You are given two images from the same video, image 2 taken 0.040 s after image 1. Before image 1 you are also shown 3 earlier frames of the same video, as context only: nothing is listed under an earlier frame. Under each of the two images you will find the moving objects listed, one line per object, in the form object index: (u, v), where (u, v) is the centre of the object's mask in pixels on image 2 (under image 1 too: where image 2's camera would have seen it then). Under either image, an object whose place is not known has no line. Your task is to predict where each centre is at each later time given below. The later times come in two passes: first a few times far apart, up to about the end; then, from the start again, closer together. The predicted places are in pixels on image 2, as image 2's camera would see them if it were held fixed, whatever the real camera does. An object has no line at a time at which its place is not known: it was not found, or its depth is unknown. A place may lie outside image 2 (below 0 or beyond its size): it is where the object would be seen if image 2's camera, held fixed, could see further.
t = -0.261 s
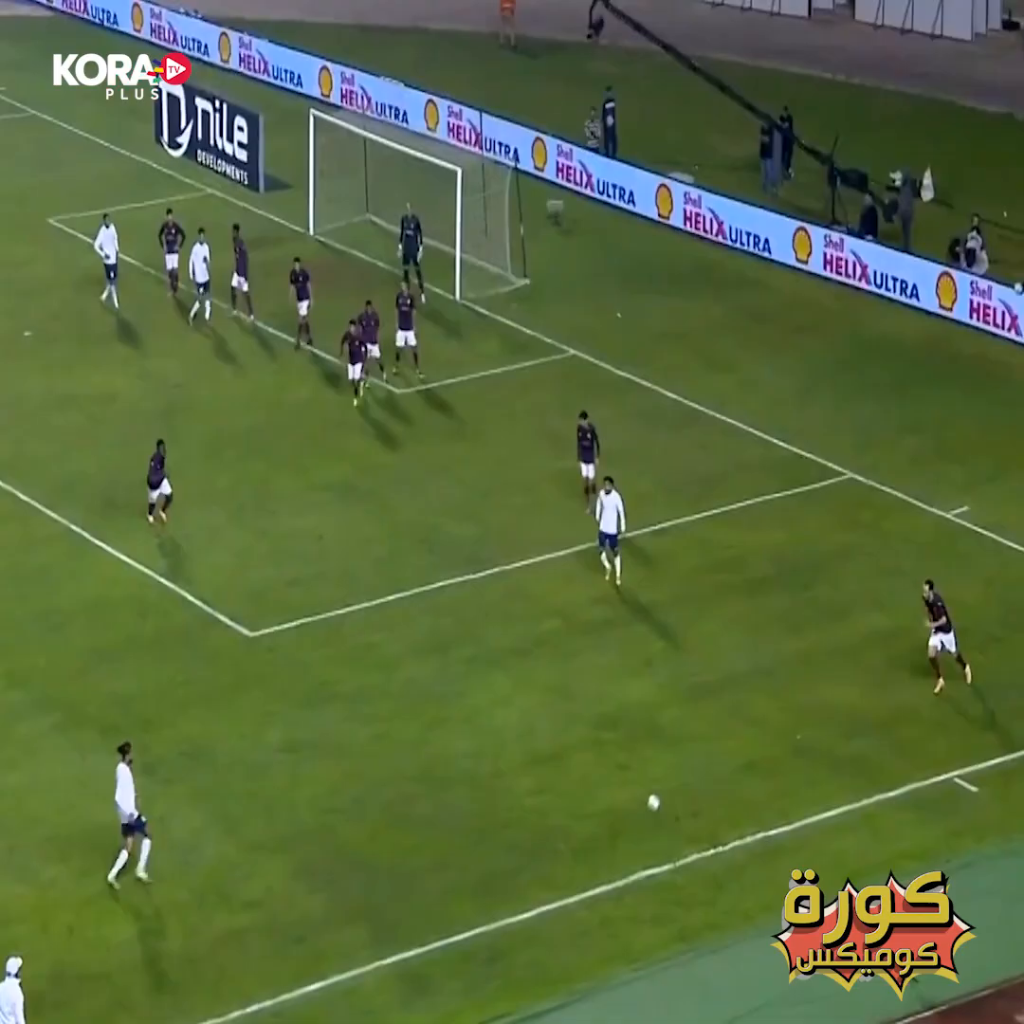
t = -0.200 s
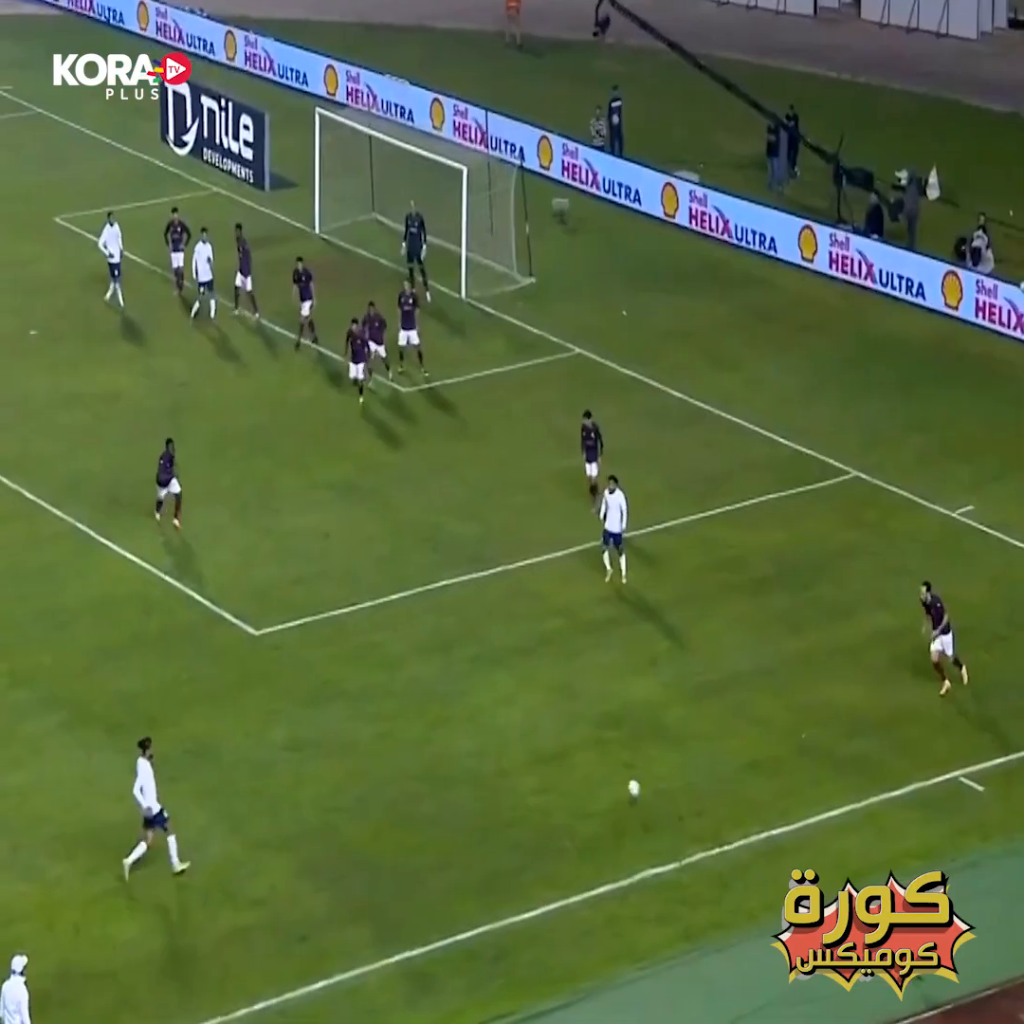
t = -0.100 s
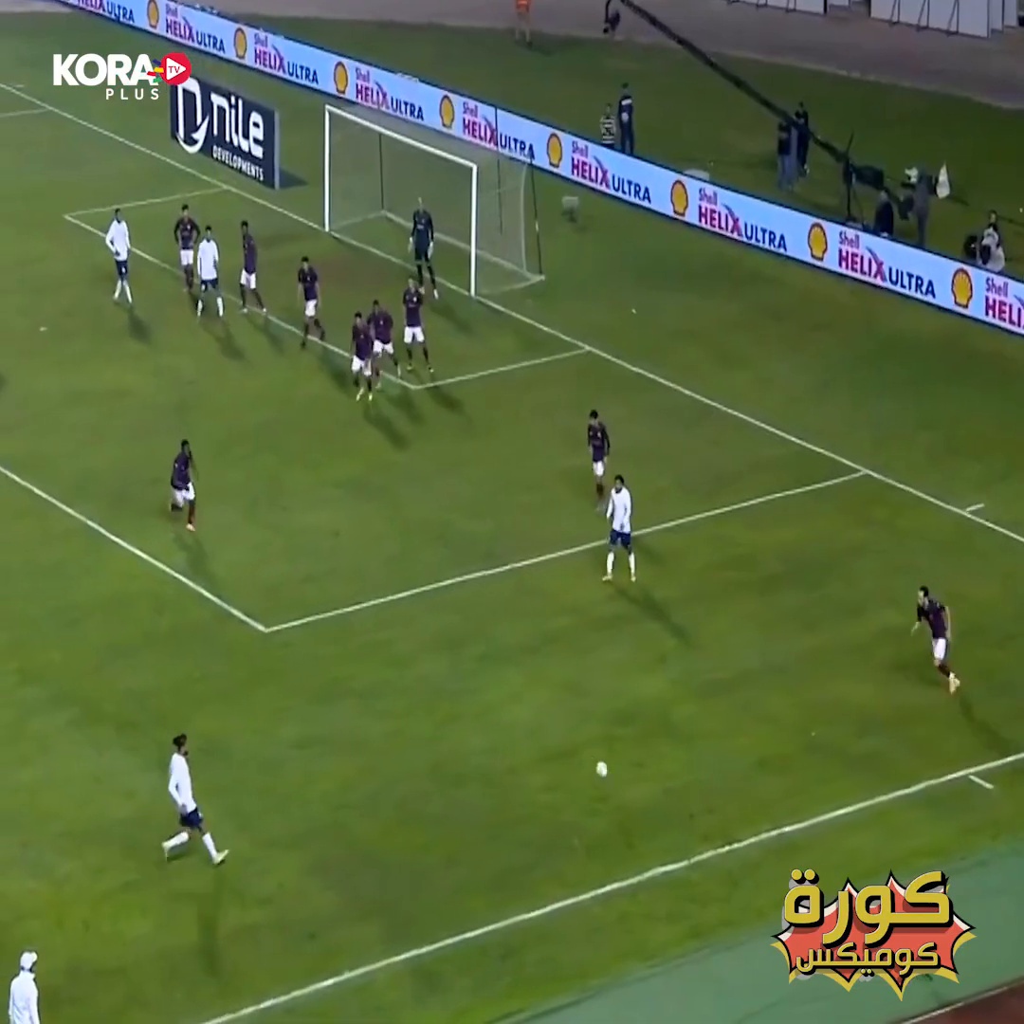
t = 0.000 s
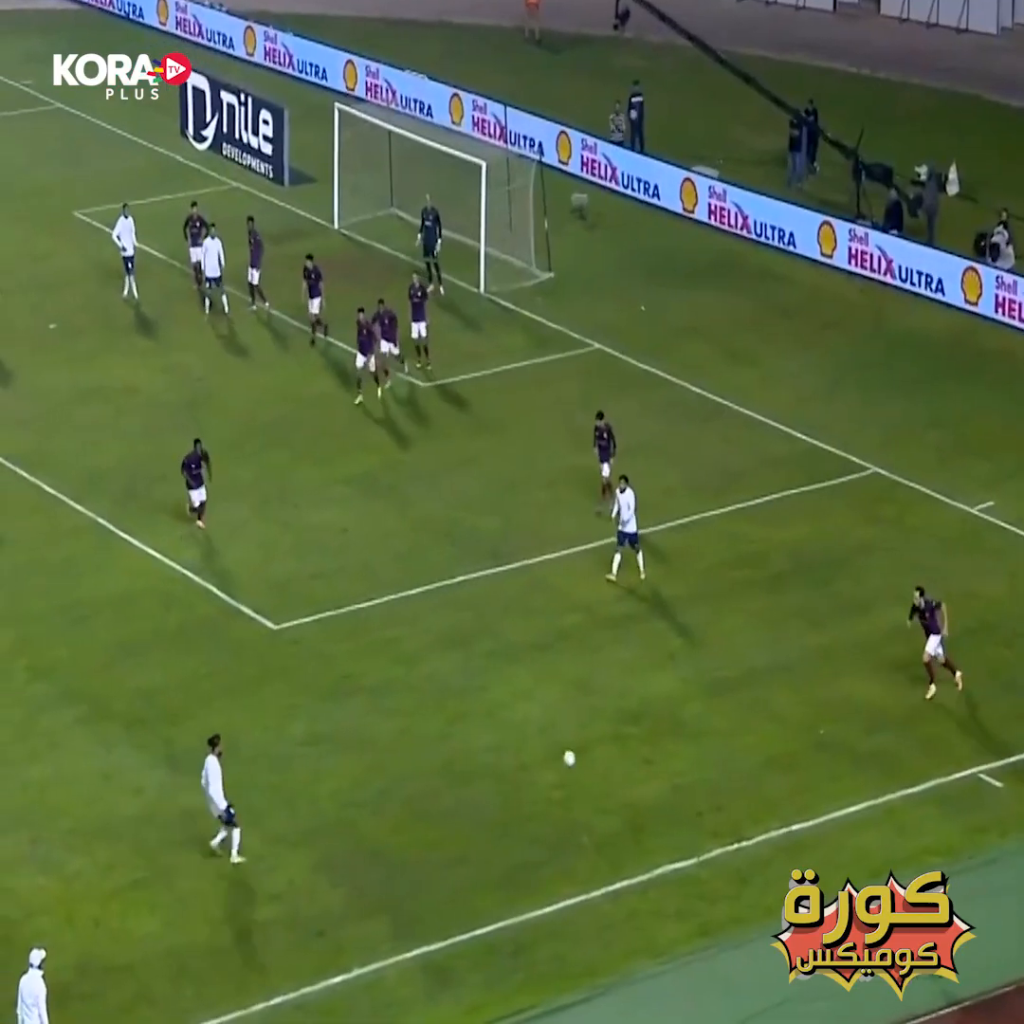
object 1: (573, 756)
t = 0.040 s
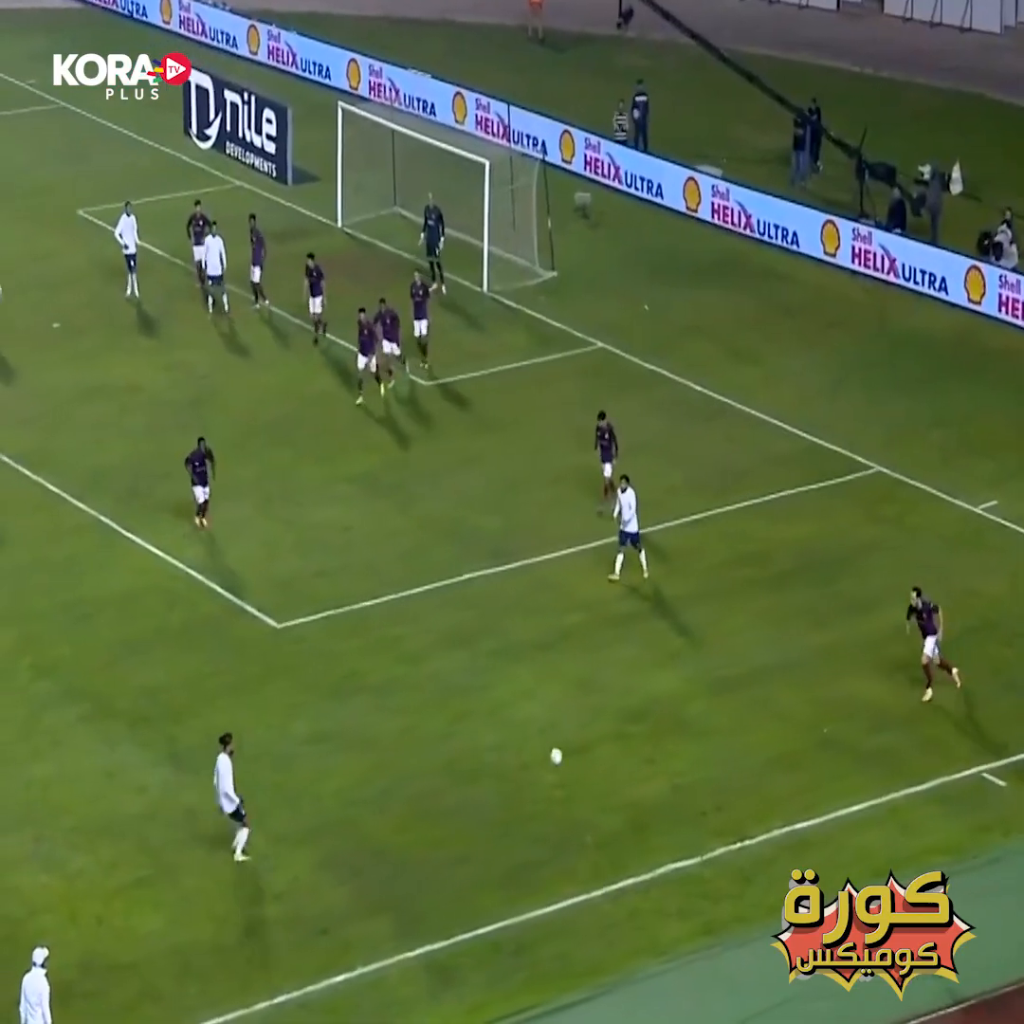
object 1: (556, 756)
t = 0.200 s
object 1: (490, 765)
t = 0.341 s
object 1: (434, 790)
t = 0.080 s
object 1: (540, 756)
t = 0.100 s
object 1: (532, 757)
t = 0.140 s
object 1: (514, 759)
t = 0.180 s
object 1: (498, 762)
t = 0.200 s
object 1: (490, 765)
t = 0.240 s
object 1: (474, 770)
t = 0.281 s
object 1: (458, 777)
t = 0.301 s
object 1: (450, 781)
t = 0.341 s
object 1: (434, 790)
